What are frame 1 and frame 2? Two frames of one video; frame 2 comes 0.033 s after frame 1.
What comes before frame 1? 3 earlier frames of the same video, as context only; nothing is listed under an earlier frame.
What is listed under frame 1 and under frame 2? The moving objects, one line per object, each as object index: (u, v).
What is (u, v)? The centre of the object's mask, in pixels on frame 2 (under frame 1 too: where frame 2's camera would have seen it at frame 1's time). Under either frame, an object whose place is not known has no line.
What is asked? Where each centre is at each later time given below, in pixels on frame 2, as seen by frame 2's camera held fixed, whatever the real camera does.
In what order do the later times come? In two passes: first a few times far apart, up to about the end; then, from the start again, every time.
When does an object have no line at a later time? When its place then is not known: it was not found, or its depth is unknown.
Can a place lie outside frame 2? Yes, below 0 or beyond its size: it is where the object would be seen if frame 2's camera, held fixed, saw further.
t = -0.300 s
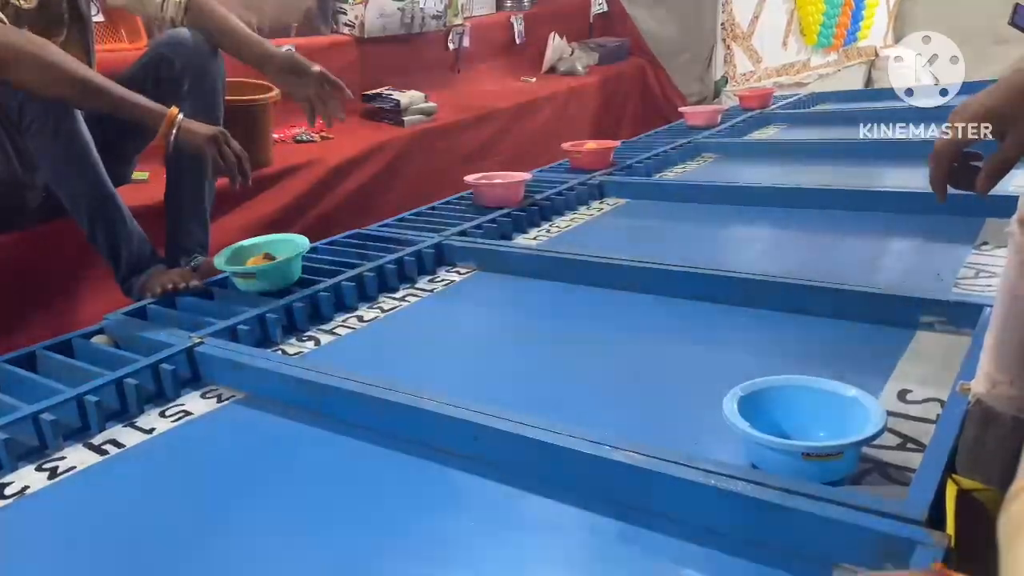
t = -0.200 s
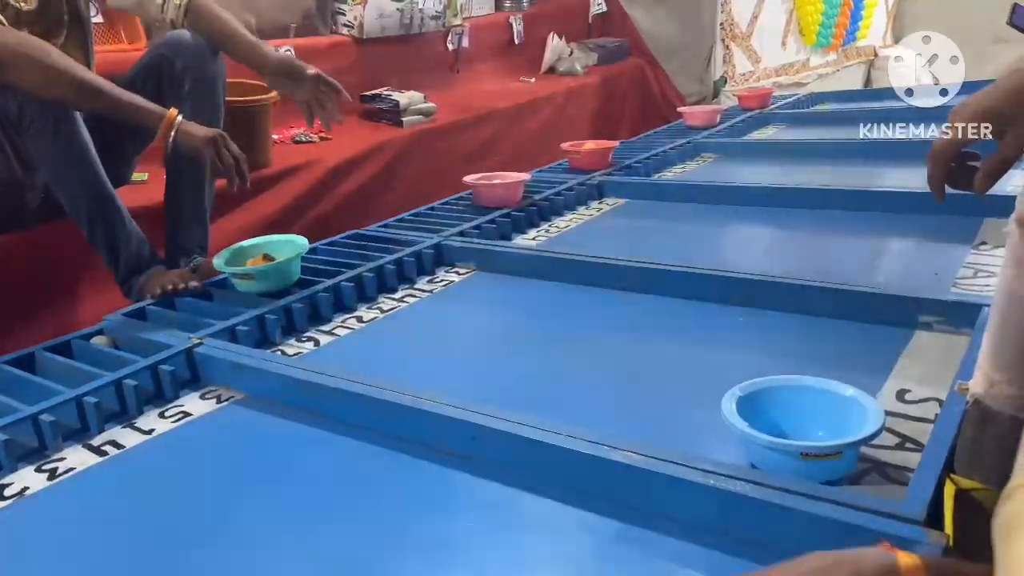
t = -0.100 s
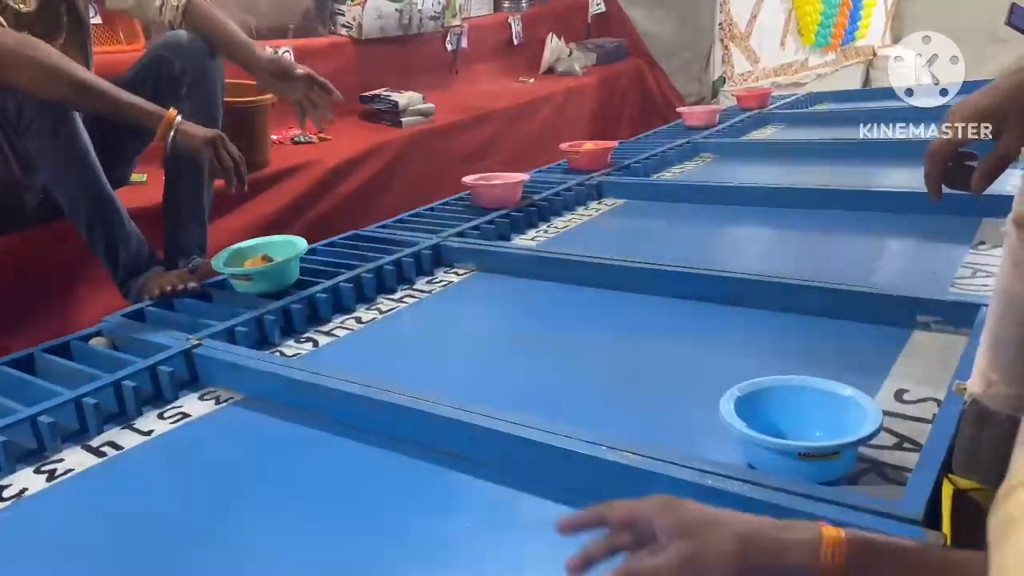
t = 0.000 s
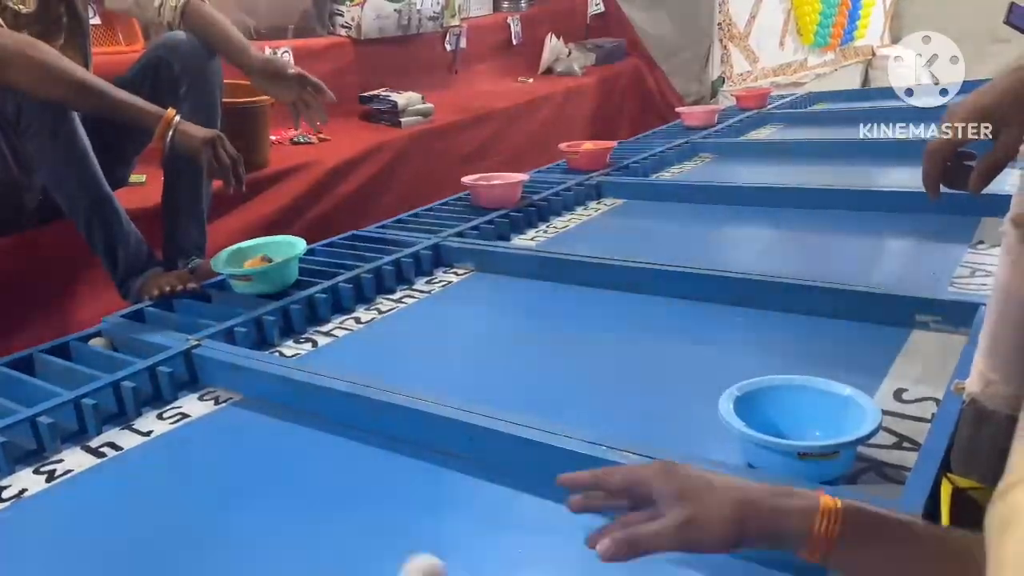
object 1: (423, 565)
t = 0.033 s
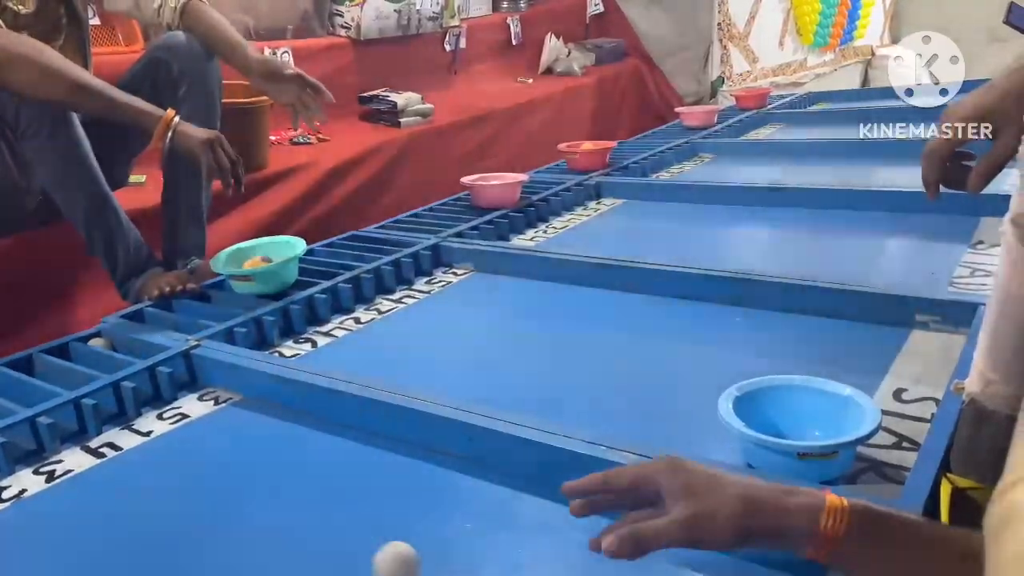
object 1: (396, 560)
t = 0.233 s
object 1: (255, 501)
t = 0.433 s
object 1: (150, 441)
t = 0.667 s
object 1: (134, 433)
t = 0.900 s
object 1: (96, 447)
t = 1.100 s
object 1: (54, 448)
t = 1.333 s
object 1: (36, 451)
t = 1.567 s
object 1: (23, 444)
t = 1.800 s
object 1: (-11, 420)
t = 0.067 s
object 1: (367, 557)
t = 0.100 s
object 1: (341, 543)
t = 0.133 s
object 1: (319, 532)
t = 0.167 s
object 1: (296, 523)
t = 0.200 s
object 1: (274, 508)
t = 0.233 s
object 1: (255, 501)
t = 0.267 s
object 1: (234, 488)
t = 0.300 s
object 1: (216, 478)
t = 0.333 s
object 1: (199, 469)
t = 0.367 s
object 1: (180, 458)
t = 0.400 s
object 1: (165, 447)
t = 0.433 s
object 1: (150, 441)
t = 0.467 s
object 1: (133, 430)
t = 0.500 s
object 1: (120, 419)
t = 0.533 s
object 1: (128, 411)
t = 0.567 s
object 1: (133, 414)
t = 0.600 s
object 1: (137, 426)
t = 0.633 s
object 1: (135, 427)
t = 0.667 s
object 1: (134, 433)
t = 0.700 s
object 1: (131, 434)
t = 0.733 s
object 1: (127, 439)
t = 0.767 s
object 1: (122, 439)
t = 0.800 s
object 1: (116, 441)
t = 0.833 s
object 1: (111, 443)
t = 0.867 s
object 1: (104, 445)
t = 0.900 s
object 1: (96, 447)
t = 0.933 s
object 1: (91, 448)
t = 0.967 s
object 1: (85, 449)
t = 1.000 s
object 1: (78, 449)
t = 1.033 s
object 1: (71, 449)
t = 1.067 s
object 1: (63, 449)
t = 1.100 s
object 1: (54, 448)
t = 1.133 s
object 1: (50, 450)
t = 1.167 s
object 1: (45, 451)
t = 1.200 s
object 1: (40, 452)
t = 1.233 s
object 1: (36, 453)
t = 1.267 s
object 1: (31, 454)
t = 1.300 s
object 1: (34, 452)
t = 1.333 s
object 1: (36, 451)
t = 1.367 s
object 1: (36, 450)
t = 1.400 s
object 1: (33, 450)
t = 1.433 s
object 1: (31, 450)
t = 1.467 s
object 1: (28, 450)
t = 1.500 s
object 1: (26, 448)
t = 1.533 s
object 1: (24, 447)
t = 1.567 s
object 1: (23, 444)
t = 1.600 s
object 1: (21, 445)
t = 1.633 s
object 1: (19, 441)
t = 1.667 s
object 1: (15, 439)
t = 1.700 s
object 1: (13, 437)
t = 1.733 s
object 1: (10, 436)
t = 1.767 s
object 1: (-8, 421)
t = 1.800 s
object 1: (-11, 420)
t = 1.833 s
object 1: (-15, 420)
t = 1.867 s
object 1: (-19, 419)
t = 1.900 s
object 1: (-25, 416)
